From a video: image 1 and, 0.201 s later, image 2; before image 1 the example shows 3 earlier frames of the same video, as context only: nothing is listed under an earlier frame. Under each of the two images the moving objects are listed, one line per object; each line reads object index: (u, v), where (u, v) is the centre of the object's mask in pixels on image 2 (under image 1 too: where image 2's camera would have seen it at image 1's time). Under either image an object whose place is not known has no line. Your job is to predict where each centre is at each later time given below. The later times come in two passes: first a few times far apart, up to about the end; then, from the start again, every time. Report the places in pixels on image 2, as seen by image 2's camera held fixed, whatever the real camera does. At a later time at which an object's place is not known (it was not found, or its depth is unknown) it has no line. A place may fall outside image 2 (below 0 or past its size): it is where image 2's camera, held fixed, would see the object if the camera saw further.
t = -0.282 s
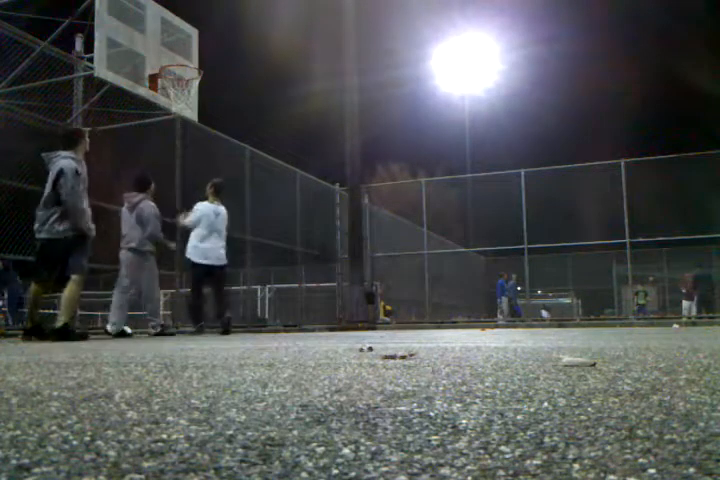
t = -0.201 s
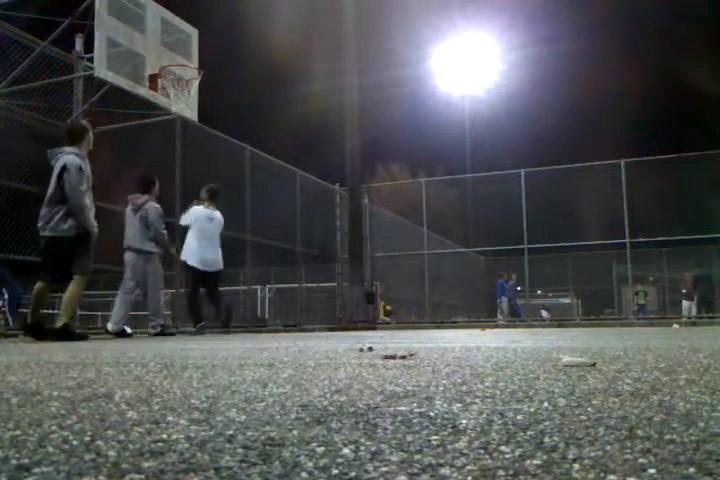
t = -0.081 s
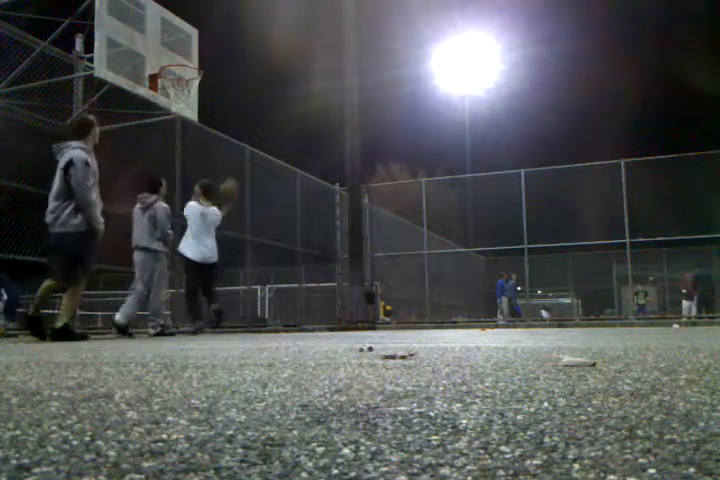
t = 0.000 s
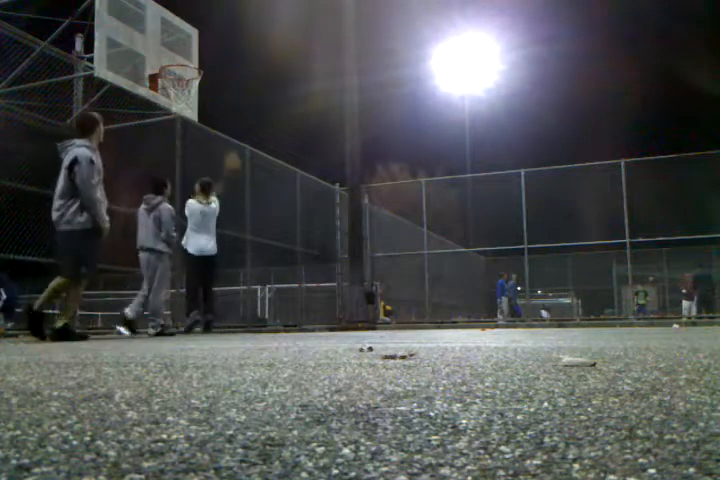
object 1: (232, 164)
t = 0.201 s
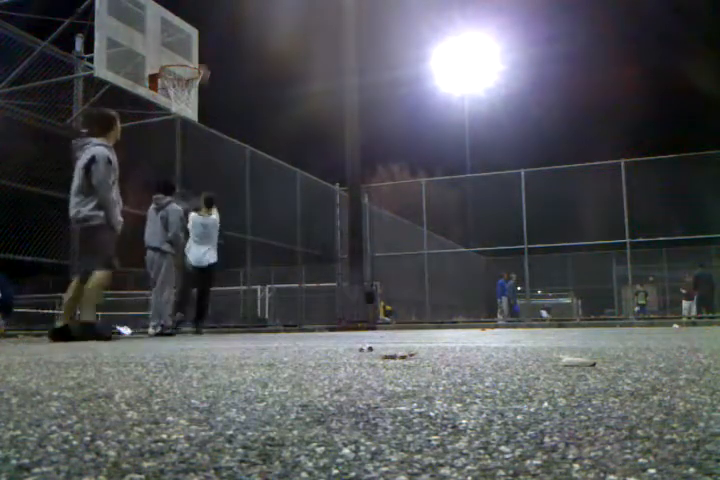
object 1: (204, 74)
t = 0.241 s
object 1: (202, 63)
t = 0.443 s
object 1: (221, 41)
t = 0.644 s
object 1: (240, 46)
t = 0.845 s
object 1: (261, 81)
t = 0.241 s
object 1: (202, 63)
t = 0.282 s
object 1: (206, 59)
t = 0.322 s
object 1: (209, 53)
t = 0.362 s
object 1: (213, 48)
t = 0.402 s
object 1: (217, 44)
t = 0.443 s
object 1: (221, 41)
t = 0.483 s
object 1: (225, 39)
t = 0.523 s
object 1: (229, 39)
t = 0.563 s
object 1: (233, 40)
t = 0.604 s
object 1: (237, 43)
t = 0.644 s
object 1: (240, 46)
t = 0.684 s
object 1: (244, 51)
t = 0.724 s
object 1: (249, 55)
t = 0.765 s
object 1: (253, 63)
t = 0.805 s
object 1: (257, 71)
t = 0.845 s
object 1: (261, 81)
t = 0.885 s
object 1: (266, 93)
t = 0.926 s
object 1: (270, 105)
